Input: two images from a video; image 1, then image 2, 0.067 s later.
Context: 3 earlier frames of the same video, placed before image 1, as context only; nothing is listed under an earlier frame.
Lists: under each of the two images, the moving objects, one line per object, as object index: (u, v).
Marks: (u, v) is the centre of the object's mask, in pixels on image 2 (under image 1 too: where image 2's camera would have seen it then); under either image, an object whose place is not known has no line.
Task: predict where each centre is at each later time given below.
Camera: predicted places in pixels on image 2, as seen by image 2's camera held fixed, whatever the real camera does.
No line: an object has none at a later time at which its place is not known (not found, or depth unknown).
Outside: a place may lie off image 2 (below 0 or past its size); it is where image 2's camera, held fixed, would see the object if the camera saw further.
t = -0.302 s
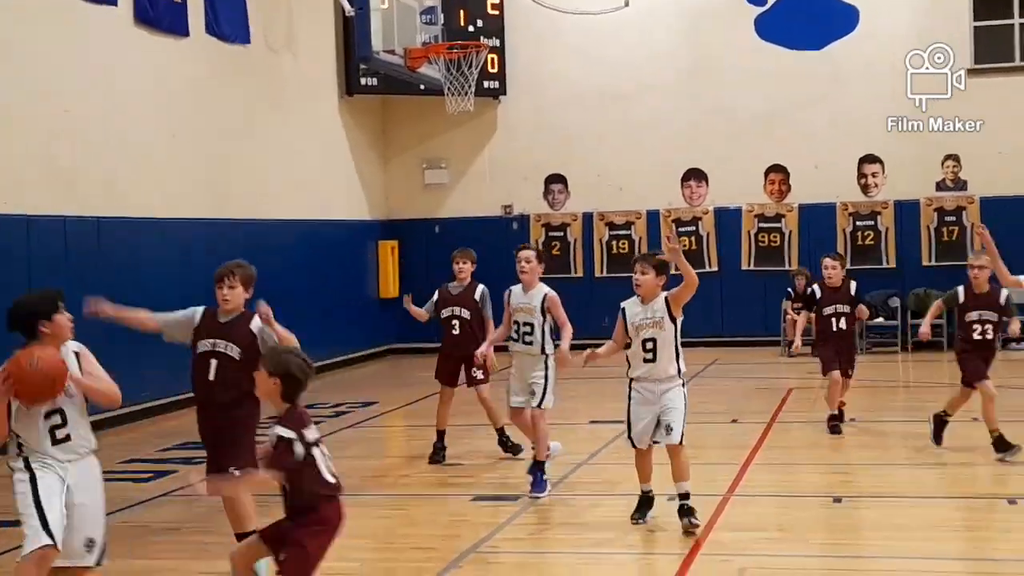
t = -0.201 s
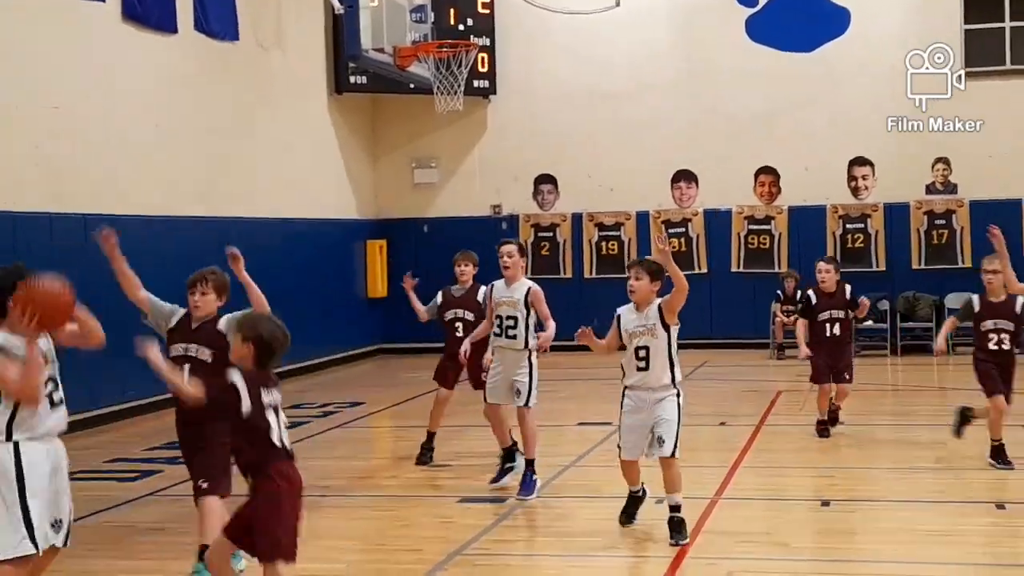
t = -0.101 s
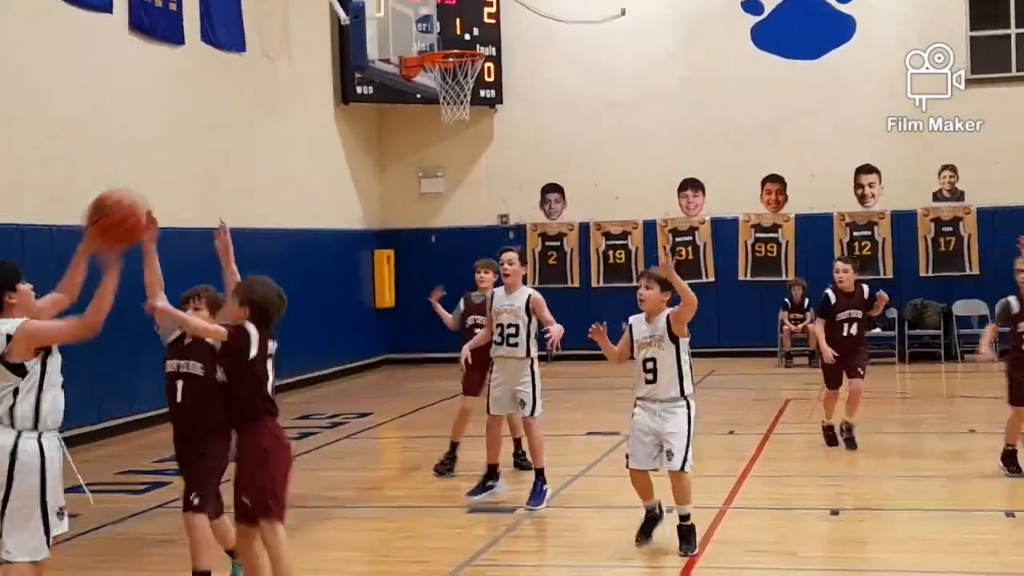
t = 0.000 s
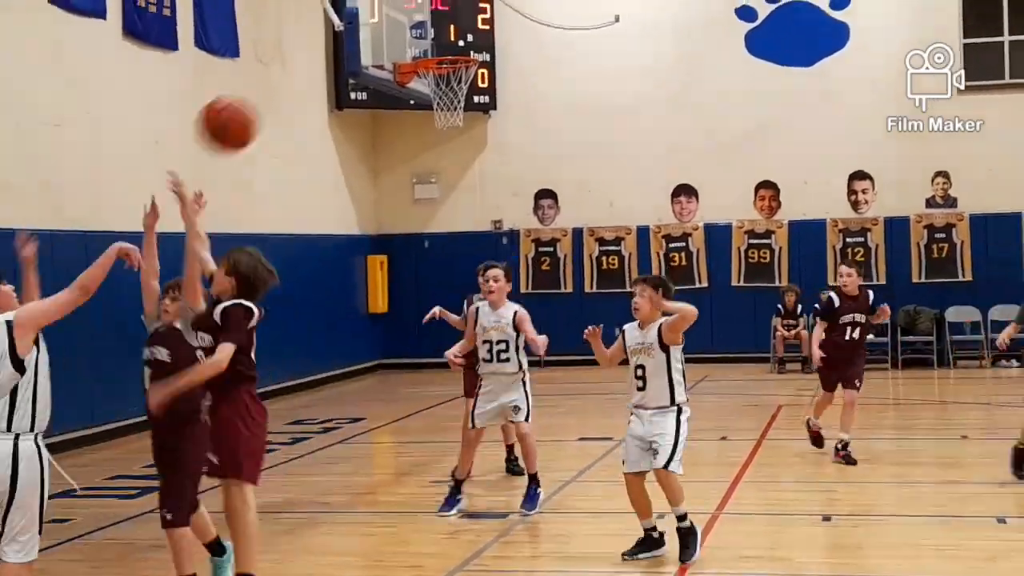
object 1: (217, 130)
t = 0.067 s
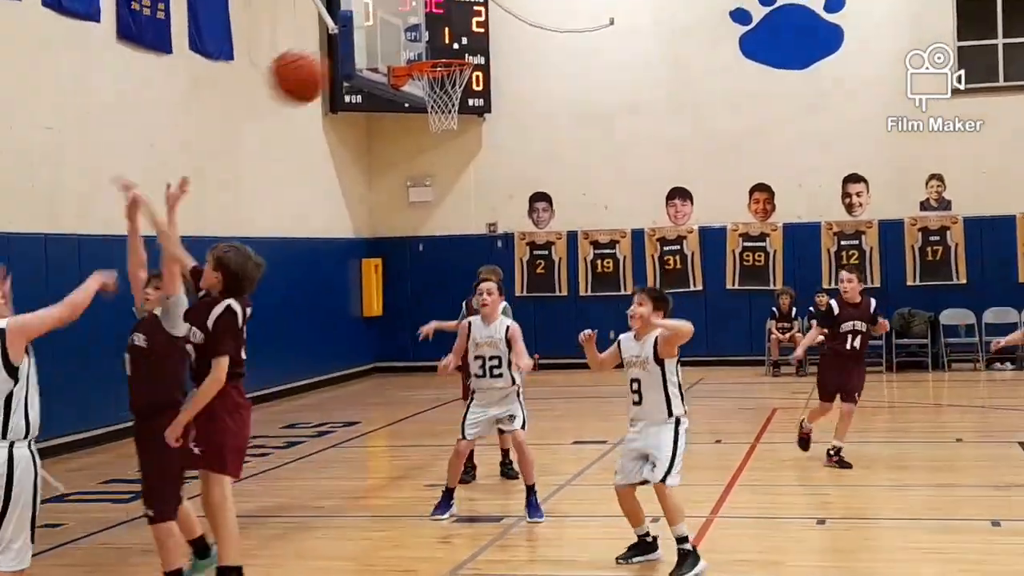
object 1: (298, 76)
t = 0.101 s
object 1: (333, 55)
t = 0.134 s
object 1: (371, 37)
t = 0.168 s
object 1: (406, 22)
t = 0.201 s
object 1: (444, 13)
